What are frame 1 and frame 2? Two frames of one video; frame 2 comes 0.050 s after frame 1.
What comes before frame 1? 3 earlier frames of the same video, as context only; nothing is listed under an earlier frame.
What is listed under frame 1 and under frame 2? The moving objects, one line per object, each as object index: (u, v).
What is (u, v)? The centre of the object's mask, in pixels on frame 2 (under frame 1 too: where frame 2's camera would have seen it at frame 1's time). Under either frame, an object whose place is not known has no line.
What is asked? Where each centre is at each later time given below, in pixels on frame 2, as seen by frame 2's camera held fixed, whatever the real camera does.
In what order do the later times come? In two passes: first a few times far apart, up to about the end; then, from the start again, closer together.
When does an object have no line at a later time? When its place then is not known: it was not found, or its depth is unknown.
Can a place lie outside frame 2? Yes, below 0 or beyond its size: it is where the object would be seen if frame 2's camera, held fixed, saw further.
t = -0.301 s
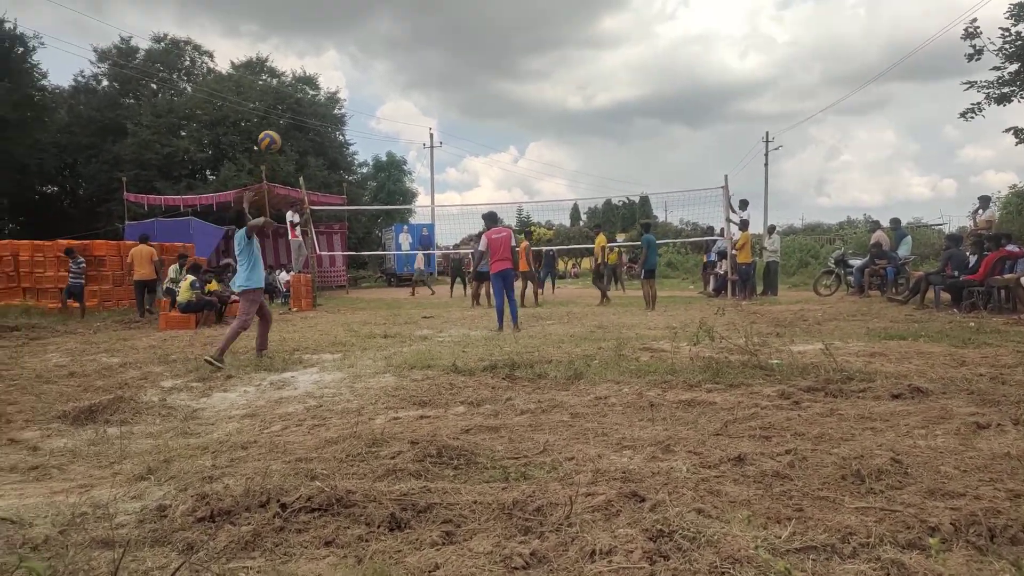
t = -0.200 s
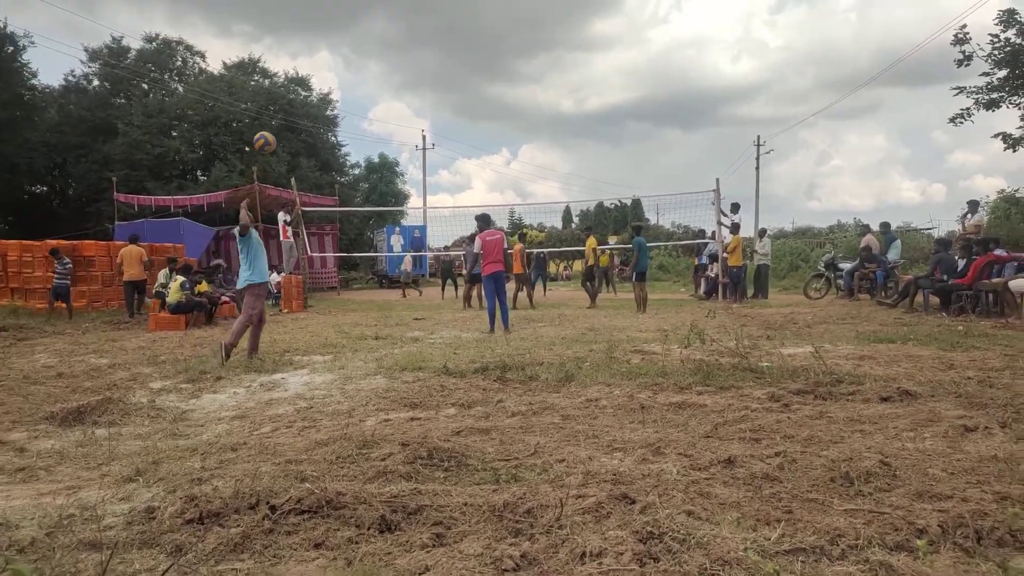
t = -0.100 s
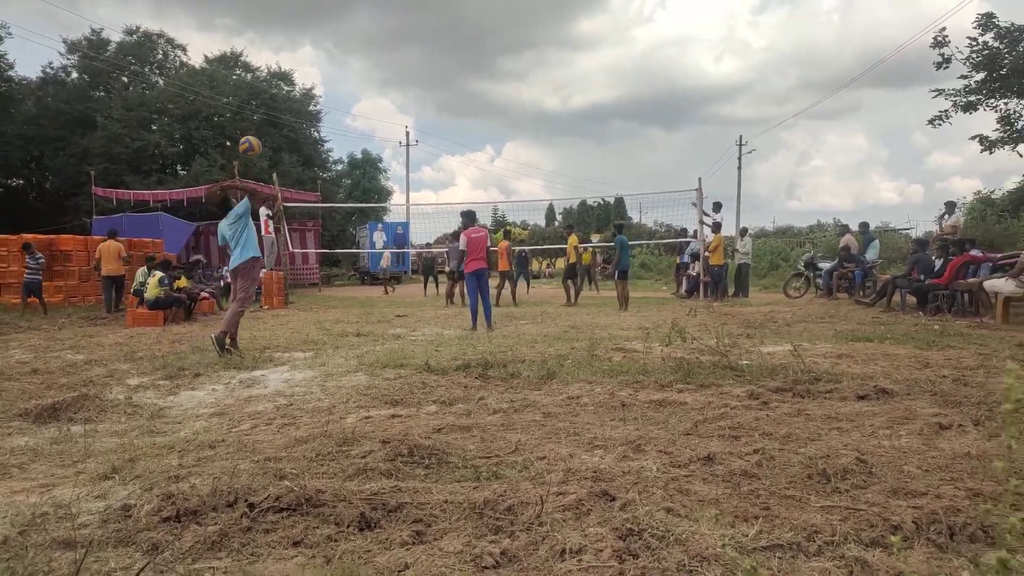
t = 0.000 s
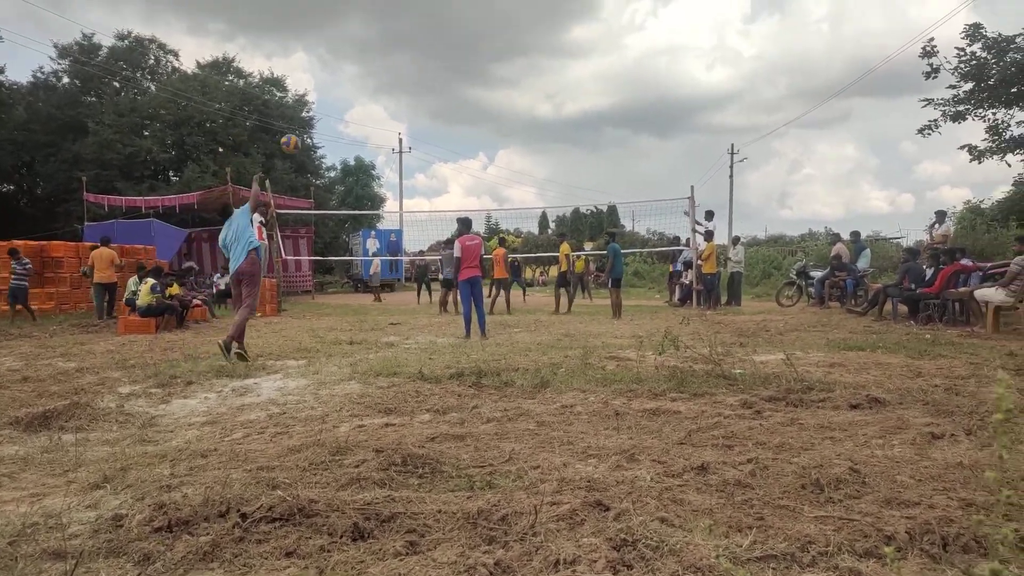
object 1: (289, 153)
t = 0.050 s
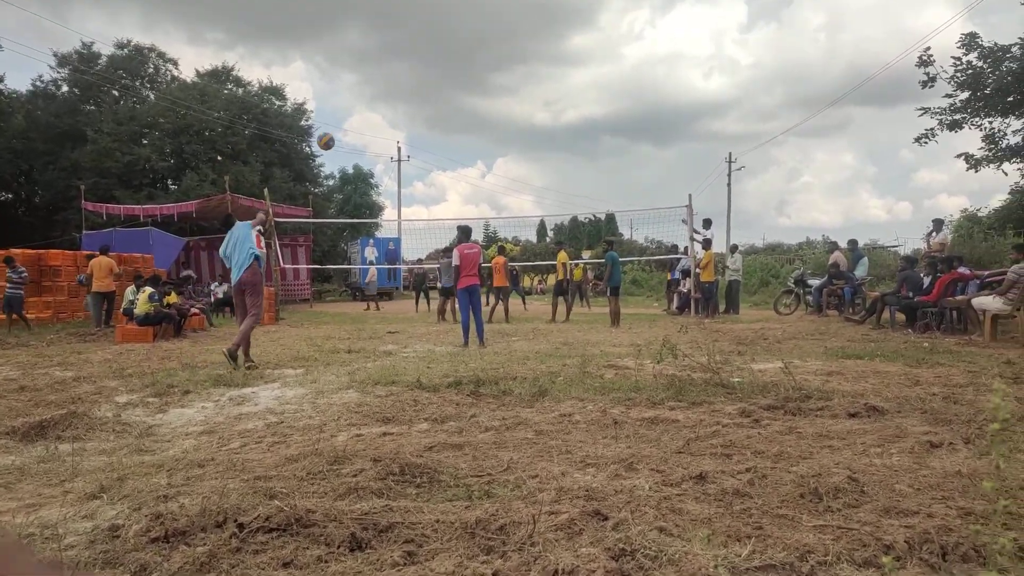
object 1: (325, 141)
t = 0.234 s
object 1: (421, 126)
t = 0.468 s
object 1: (496, 138)
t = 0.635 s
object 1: (532, 157)
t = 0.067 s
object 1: (337, 138)
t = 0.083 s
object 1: (347, 136)
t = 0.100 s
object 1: (356, 134)
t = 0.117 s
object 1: (366, 131)
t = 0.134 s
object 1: (375, 130)
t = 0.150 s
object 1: (383, 129)
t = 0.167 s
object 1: (392, 128)
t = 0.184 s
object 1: (400, 127)
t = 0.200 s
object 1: (408, 126)
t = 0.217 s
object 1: (414, 126)
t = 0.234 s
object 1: (421, 126)
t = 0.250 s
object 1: (428, 126)
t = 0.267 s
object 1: (434, 126)
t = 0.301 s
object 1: (446, 126)
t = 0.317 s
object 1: (452, 127)
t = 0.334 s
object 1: (458, 127)
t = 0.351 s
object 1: (463, 128)
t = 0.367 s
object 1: (468, 130)
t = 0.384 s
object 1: (473, 131)
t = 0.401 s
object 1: (478, 133)
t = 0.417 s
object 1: (483, 134)
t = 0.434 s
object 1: (487, 135)
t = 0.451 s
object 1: (492, 137)
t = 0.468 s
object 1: (496, 138)
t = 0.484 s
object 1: (500, 140)
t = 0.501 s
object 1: (504, 142)
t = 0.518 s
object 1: (508, 143)
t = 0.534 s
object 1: (512, 145)
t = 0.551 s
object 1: (516, 147)
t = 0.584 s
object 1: (522, 151)
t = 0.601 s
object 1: (525, 153)
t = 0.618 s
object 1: (529, 155)
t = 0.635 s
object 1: (532, 157)
